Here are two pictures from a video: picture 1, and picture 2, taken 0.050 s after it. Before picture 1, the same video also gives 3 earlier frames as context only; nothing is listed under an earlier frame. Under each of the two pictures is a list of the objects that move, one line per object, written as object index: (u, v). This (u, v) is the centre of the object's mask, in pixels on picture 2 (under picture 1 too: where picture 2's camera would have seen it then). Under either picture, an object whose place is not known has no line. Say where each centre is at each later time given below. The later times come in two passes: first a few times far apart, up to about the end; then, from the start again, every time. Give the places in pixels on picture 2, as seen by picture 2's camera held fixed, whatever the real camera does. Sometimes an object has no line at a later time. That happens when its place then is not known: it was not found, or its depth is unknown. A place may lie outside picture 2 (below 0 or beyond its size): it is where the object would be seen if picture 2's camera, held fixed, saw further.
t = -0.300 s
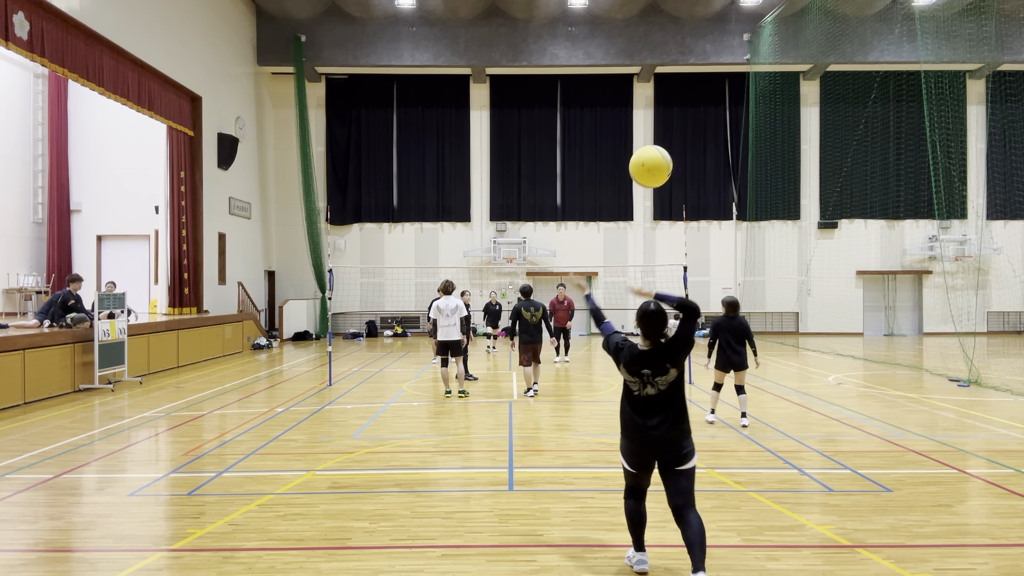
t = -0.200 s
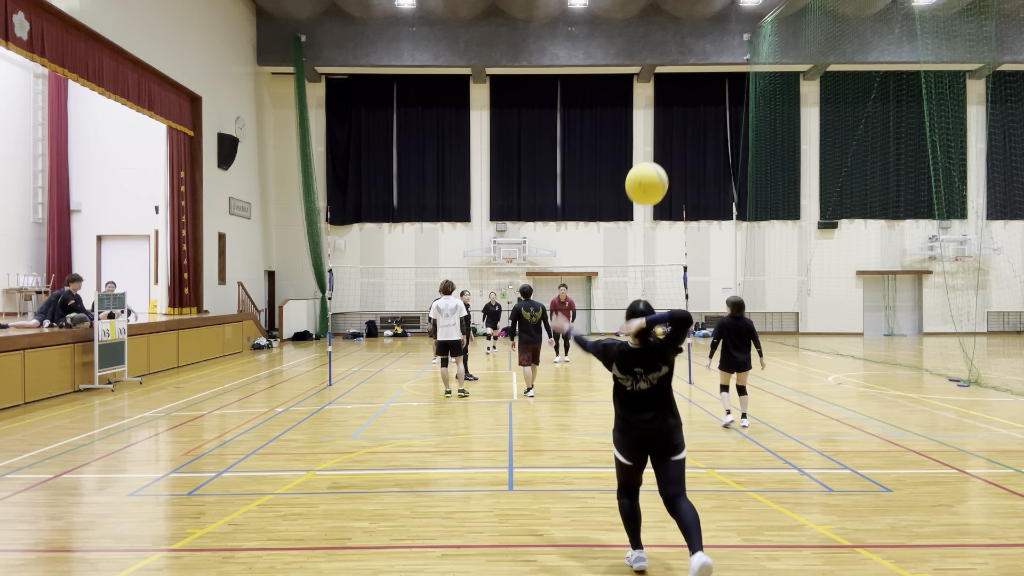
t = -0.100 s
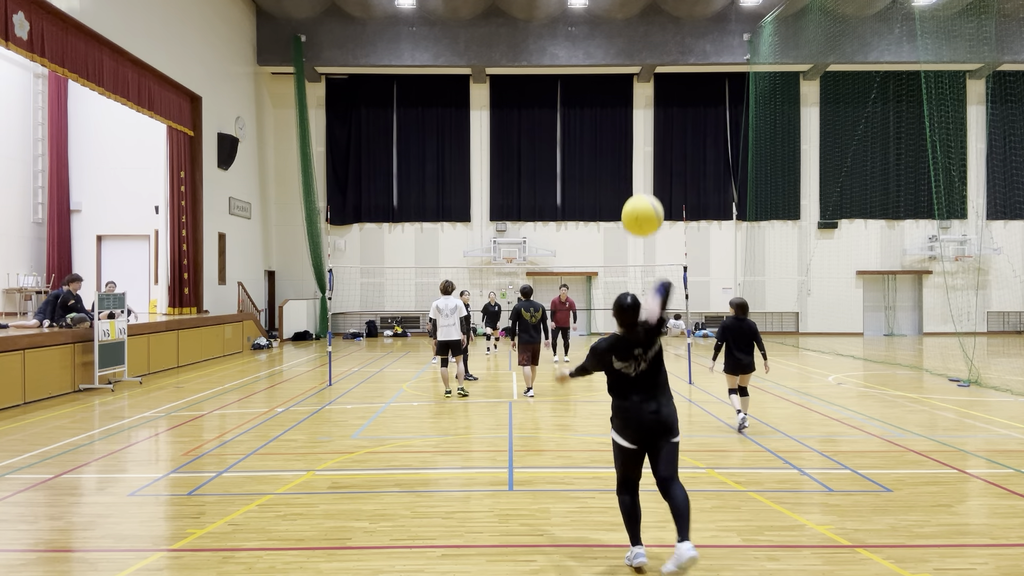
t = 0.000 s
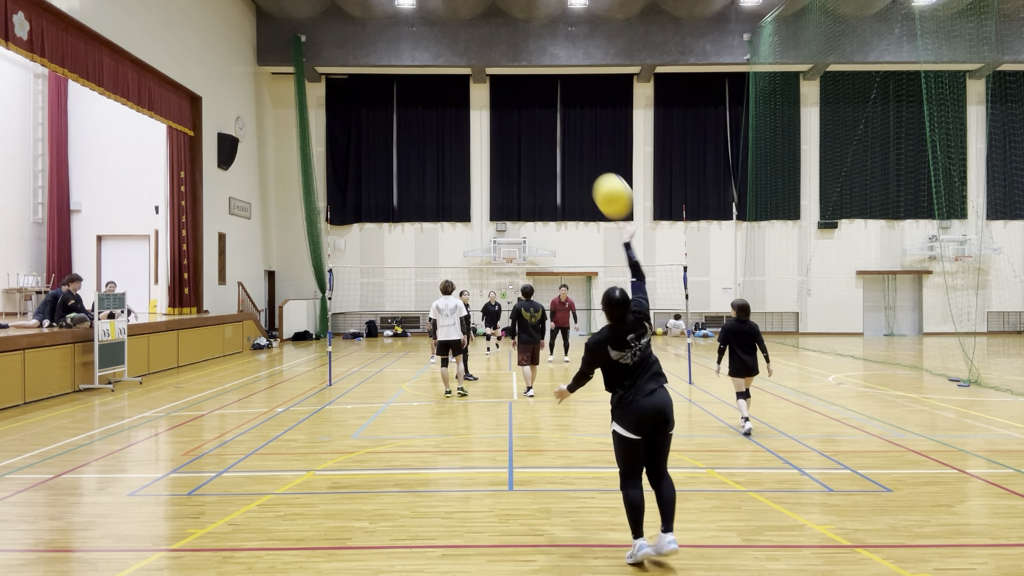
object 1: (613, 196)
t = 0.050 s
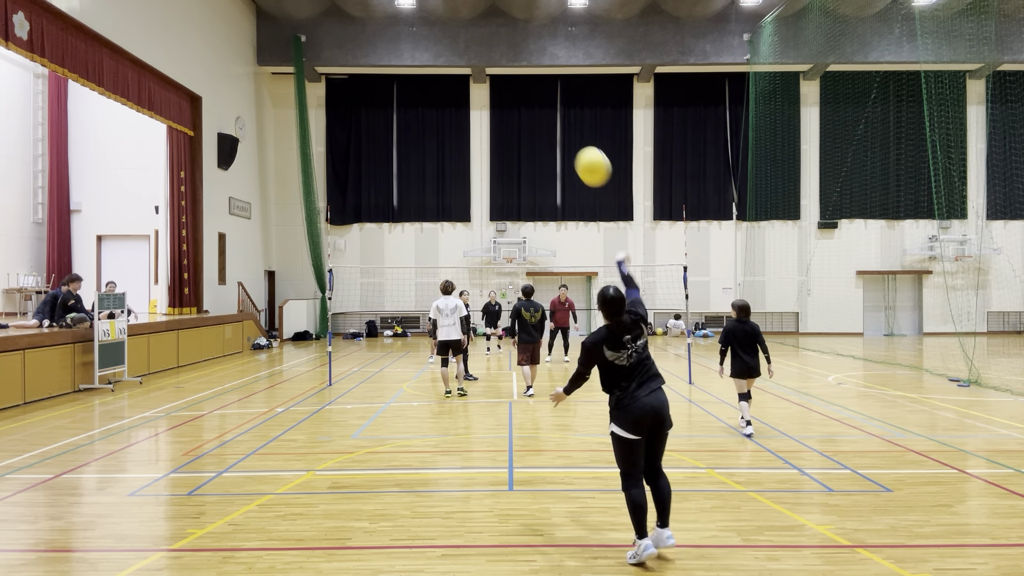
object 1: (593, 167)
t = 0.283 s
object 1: (534, 109)
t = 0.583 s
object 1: (501, 113)
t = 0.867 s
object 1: (493, 158)
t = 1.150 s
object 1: (486, 221)
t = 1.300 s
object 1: (482, 260)
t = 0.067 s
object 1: (587, 159)
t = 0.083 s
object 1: (582, 151)
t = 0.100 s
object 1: (577, 145)
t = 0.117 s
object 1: (572, 140)
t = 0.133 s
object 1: (567, 135)
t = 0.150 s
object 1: (563, 130)
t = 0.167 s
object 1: (558, 126)
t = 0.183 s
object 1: (554, 123)
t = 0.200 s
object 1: (551, 120)
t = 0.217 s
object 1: (547, 117)
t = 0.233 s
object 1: (543, 114)
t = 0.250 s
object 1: (540, 112)
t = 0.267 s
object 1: (537, 110)
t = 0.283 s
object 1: (534, 109)
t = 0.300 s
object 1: (531, 107)
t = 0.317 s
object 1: (528, 106)
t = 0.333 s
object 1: (526, 105)
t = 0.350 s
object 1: (523, 104)
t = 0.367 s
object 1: (521, 104)
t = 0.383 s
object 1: (519, 104)
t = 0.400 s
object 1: (517, 103)
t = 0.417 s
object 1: (515, 104)
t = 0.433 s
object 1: (513, 104)
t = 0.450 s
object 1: (511, 104)
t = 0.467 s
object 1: (509, 105)
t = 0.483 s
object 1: (507, 105)
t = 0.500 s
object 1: (506, 106)
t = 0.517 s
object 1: (505, 107)
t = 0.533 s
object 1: (503, 109)
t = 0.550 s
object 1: (502, 110)
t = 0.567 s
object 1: (501, 111)
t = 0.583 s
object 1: (501, 113)
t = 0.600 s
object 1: (500, 114)
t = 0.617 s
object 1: (499, 116)
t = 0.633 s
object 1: (498, 118)
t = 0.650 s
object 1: (498, 120)
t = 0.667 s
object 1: (497, 122)
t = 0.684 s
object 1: (497, 125)
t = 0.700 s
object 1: (496, 127)
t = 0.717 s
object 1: (496, 130)
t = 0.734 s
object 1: (496, 133)
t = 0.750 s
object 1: (495, 136)
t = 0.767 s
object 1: (495, 139)
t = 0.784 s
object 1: (494, 142)
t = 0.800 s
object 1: (494, 145)
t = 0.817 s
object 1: (494, 148)
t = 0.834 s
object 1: (493, 151)
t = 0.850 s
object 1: (493, 154)
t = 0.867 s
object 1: (493, 158)
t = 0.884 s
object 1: (492, 161)
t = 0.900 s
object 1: (492, 164)
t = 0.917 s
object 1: (492, 168)
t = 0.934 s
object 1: (491, 172)
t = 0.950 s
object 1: (491, 175)
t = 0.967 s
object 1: (491, 179)
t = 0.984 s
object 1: (490, 182)
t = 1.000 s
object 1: (490, 186)
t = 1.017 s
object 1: (490, 190)
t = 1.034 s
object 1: (489, 194)
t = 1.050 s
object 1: (488, 198)
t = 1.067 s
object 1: (488, 201)
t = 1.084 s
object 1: (488, 205)
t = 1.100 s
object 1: (488, 209)
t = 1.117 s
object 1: (487, 213)
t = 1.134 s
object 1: (486, 217)
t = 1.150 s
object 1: (486, 221)
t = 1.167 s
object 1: (485, 225)
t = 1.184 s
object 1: (485, 230)
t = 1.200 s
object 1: (485, 234)
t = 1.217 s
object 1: (484, 238)
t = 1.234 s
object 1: (483, 242)
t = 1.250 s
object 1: (483, 247)
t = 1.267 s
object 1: (482, 251)
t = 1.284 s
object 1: (482, 256)
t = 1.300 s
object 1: (482, 260)
